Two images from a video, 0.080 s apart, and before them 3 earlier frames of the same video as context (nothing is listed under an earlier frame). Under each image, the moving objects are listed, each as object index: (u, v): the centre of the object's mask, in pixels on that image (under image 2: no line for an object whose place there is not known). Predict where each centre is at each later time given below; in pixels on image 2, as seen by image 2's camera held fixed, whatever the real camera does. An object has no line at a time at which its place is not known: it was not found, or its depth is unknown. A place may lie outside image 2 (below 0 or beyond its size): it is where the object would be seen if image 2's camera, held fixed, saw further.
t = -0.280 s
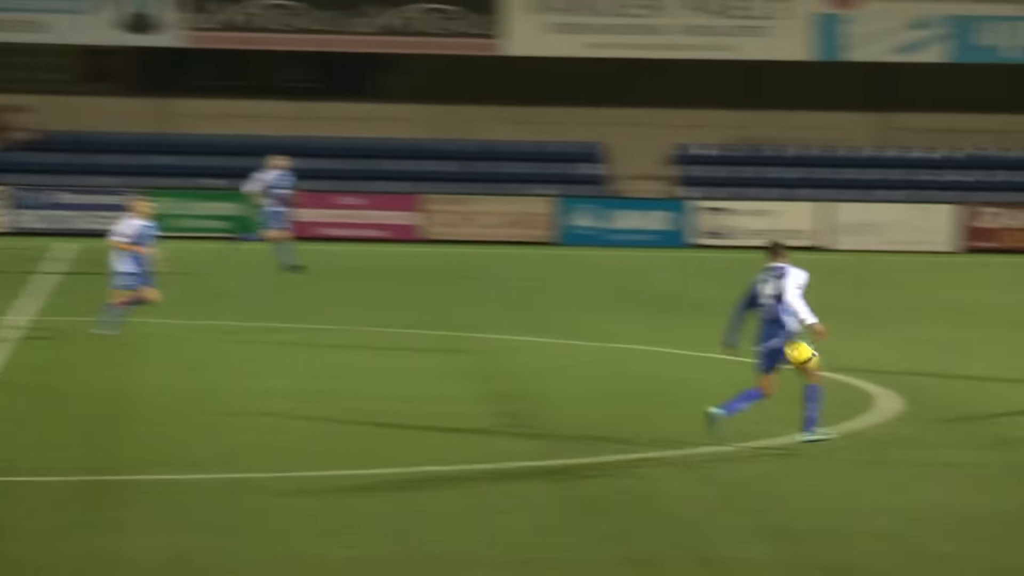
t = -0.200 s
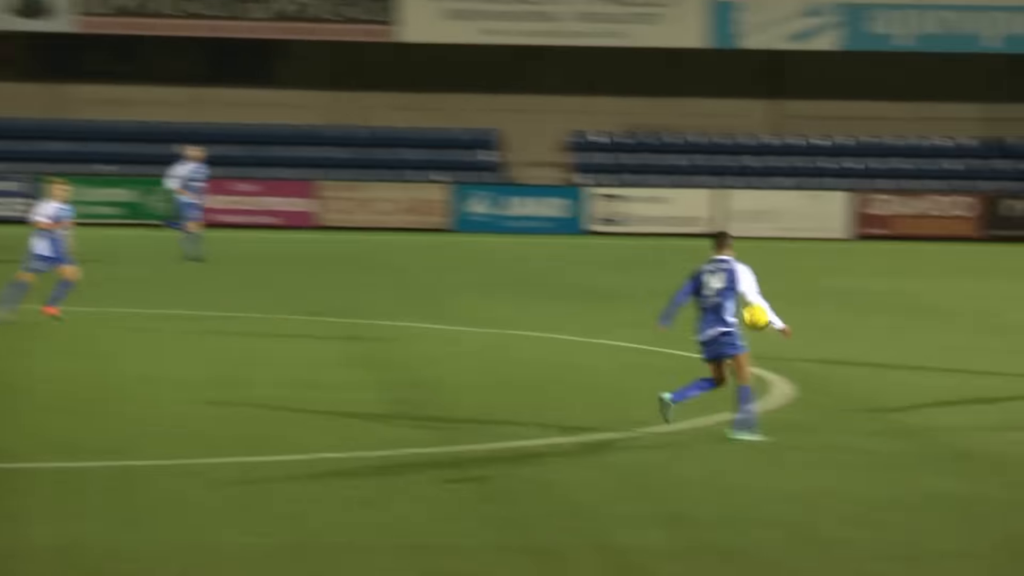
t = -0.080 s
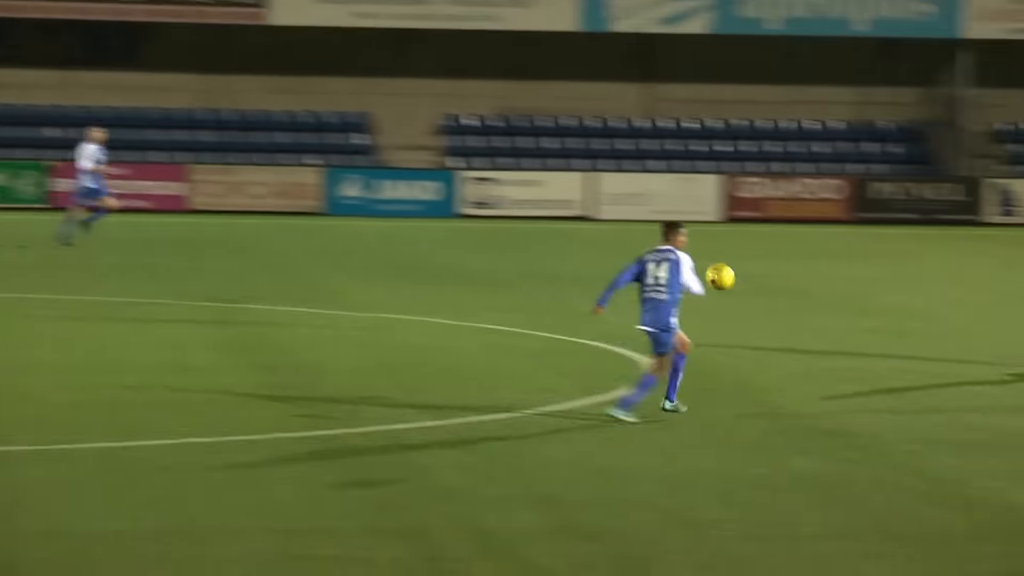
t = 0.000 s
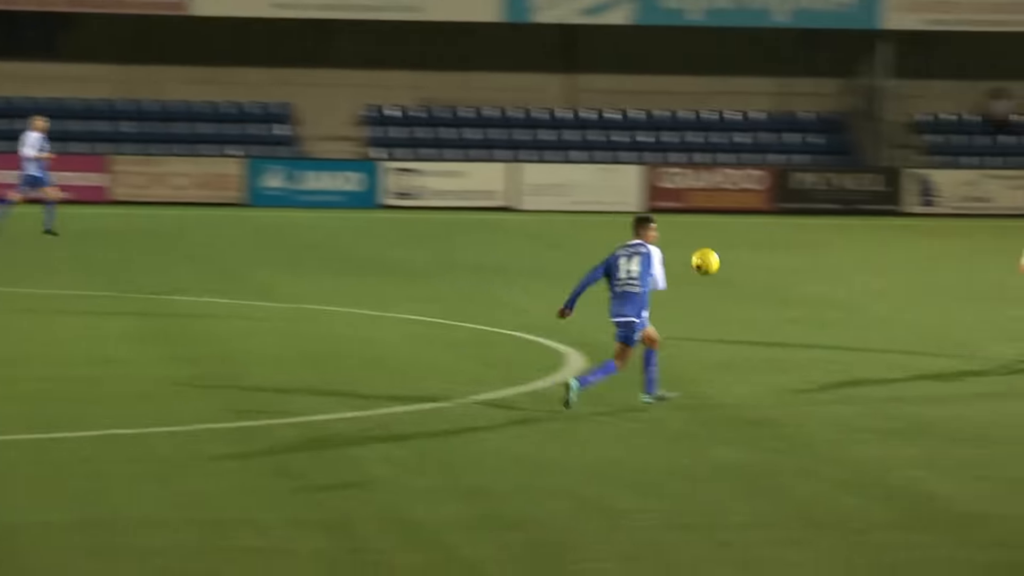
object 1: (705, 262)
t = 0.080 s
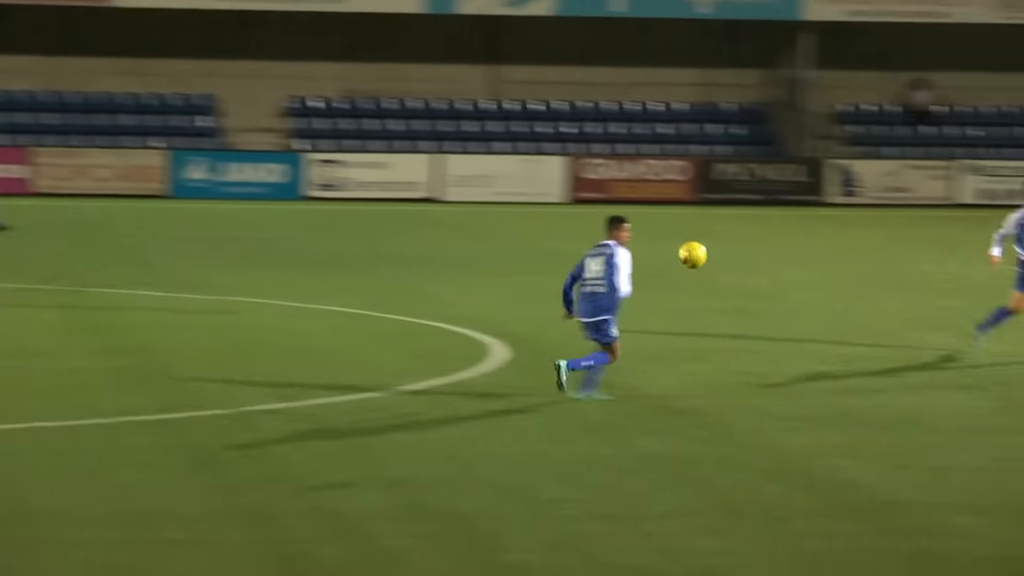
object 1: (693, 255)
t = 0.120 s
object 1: (724, 259)
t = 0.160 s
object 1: (756, 266)
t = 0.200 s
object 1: (788, 274)
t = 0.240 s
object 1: (820, 285)
